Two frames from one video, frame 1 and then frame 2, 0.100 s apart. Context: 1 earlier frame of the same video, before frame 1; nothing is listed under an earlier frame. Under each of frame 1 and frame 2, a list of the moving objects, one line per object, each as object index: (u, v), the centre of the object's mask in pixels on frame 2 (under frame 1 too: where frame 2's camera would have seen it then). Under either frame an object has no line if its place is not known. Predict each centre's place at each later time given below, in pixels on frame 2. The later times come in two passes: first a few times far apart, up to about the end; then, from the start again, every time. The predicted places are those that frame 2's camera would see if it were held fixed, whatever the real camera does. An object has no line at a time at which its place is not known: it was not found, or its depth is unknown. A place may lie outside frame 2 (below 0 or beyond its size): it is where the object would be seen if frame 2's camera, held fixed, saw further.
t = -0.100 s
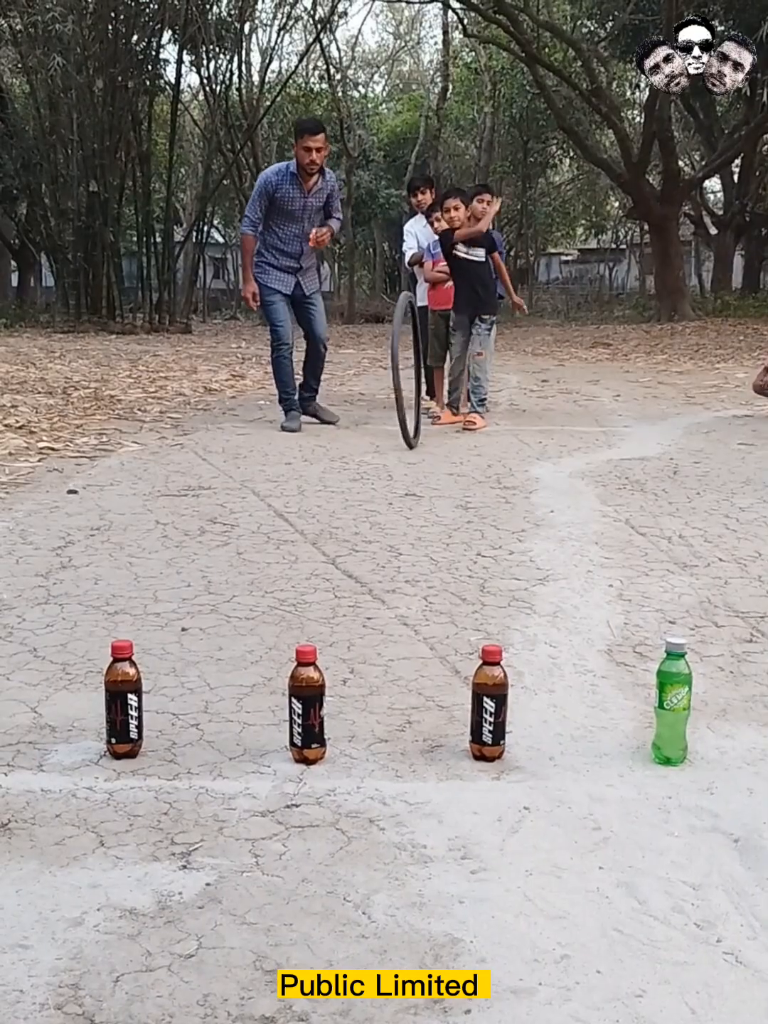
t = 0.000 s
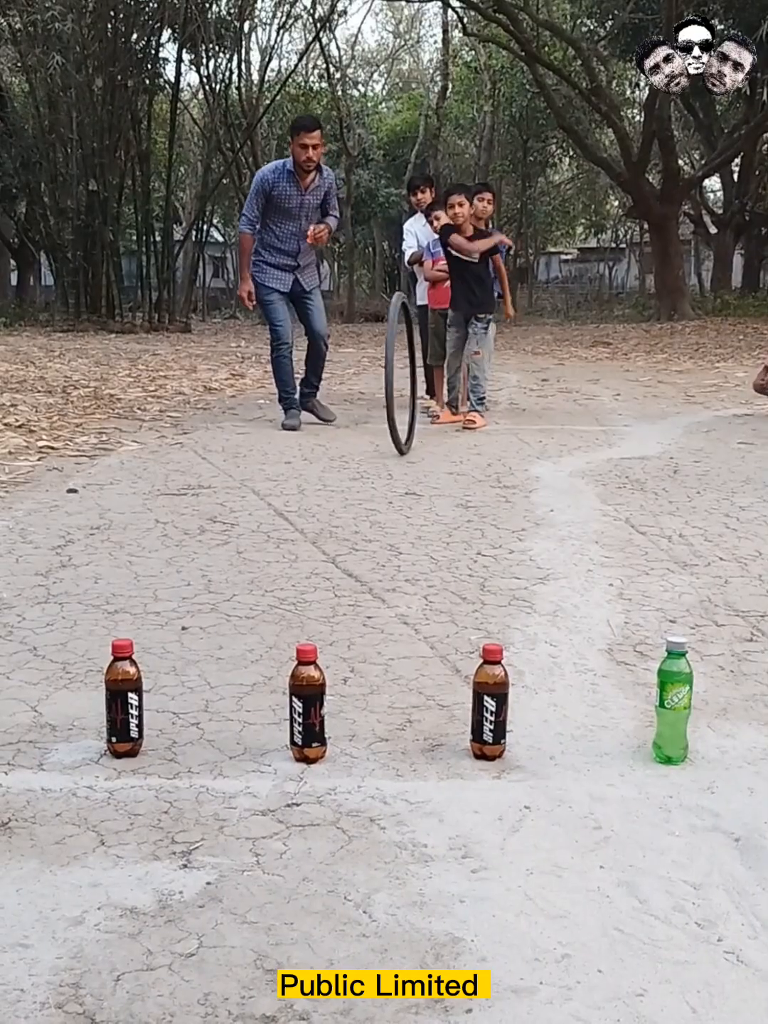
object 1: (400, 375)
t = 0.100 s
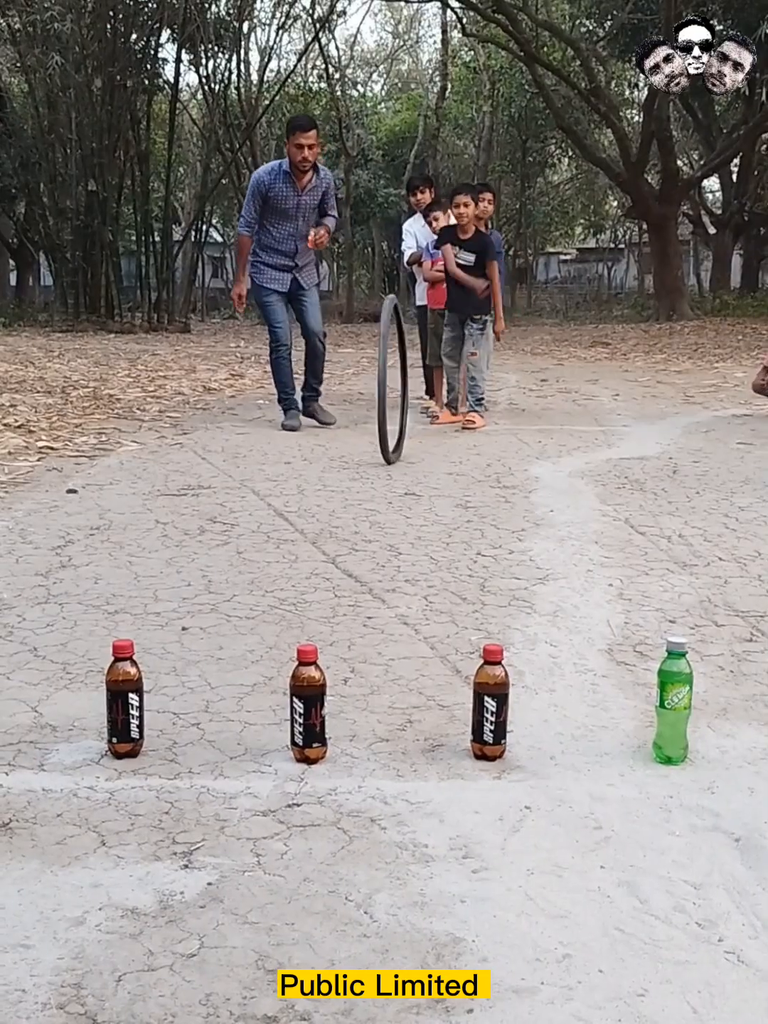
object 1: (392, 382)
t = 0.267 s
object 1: (372, 377)
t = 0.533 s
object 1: (331, 397)
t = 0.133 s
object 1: (389, 380)
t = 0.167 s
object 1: (385, 377)
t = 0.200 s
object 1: (381, 374)
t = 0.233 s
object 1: (377, 374)
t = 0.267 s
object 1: (372, 377)
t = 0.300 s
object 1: (368, 379)
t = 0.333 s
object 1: (363, 384)
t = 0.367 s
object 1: (358, 388)
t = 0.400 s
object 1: (353, 391)
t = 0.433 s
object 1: (348, 395)
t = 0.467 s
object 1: (343, 397)
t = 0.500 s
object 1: (338, 398)
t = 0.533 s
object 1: (331, 397)
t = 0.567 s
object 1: (326, 395)
